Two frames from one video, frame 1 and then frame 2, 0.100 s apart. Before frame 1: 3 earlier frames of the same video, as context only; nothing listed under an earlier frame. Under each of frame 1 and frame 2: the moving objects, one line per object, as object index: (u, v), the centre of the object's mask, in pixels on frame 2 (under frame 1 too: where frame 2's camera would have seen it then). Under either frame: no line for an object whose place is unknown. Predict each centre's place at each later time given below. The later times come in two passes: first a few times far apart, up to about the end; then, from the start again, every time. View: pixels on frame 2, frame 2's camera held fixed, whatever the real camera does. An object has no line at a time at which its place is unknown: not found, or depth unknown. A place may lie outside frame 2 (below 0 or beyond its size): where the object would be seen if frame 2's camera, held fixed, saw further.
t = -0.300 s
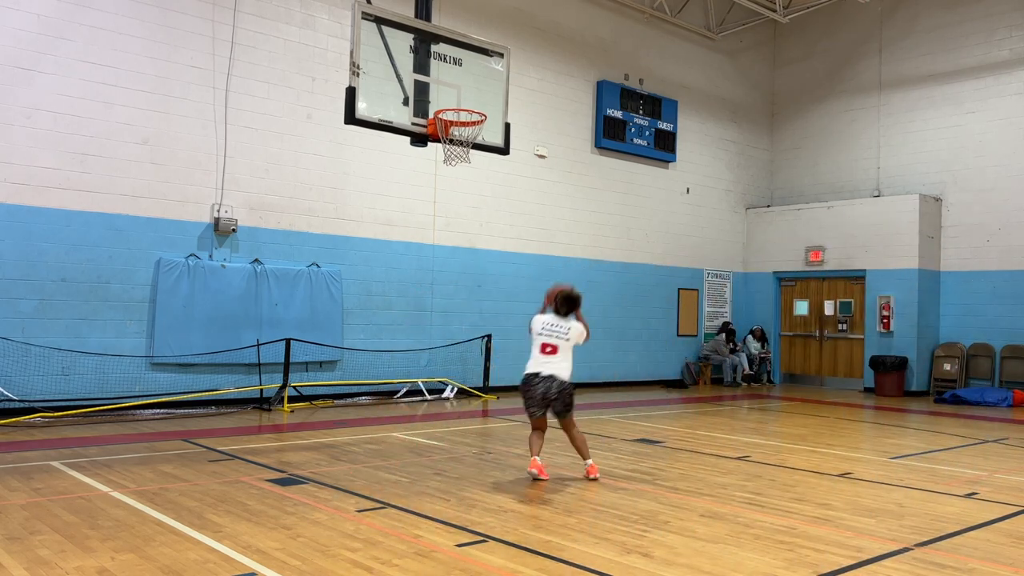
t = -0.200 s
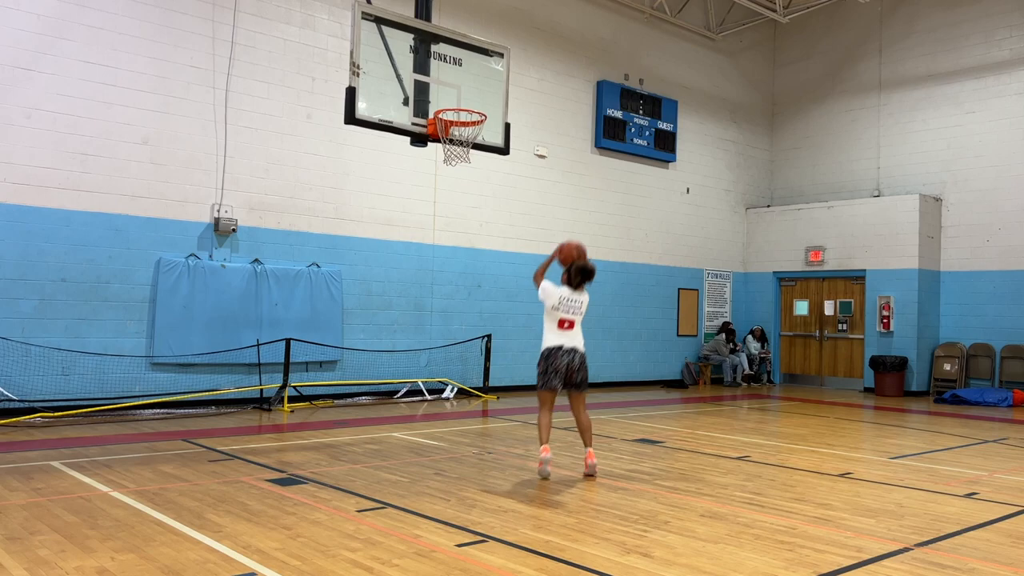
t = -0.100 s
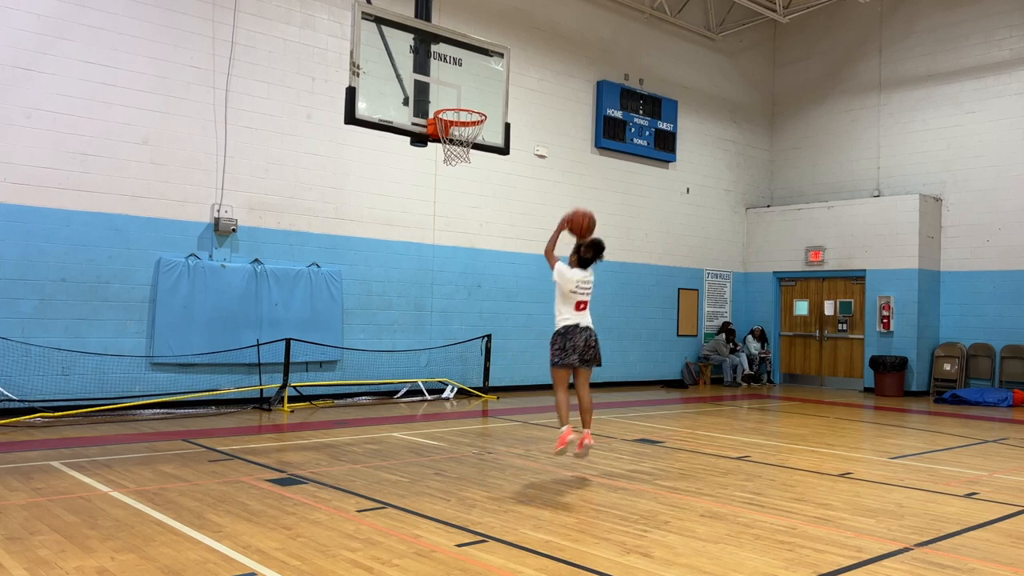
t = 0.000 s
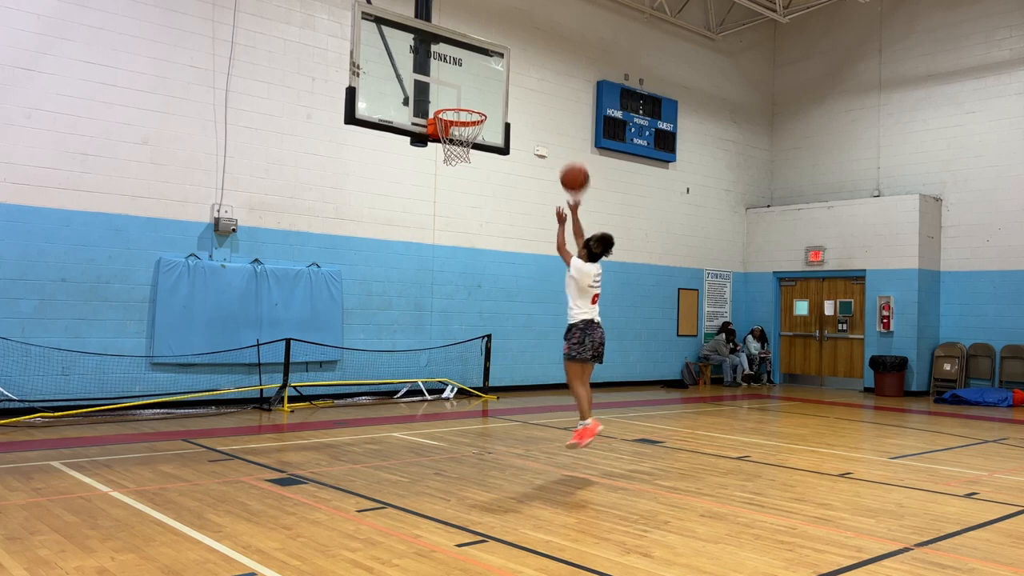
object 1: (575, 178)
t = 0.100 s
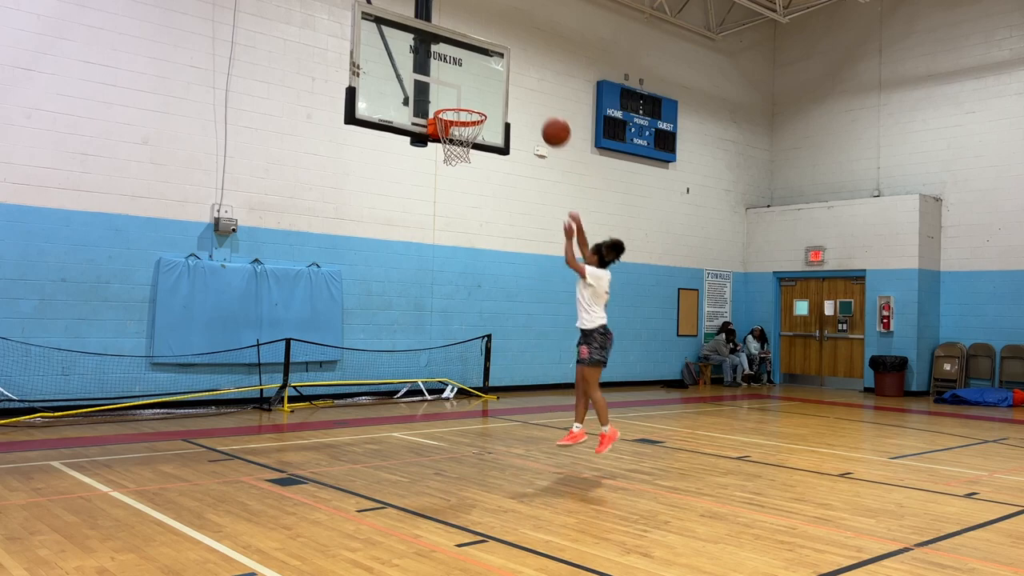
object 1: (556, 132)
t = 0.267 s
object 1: (526, 85)
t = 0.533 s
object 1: (481, 77)
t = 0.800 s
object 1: (461, 134)
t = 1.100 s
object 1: (486, 167)
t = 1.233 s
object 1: (492, 201)
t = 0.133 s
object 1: (550, 120)
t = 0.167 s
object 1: (544, 109)
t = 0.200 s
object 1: (538, 99)
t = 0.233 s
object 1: (532, 91)
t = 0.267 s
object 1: (526, 85)
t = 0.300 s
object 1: (520, 79)
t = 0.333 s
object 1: (515, 76)
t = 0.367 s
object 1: (509, 73)
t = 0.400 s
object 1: (503, 71)
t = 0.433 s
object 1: (497, 71)
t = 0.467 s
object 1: (492, 72)
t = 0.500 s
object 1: (486, 74)
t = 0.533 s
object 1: (481, 77)
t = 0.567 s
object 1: (476, 82)
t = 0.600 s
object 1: (470, 87)
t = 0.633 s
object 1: (465, 94)
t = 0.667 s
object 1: (460, 100)
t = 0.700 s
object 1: (454, 110)
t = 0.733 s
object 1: (452, 119)
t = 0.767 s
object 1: (456, 126)
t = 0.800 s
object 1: (461, 134)
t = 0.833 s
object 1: (466, 144)
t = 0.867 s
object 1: (471, 148)
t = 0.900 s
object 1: (474, 149)
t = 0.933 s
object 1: (476, 155)
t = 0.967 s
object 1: (478, 155)
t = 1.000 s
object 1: (480, 155)
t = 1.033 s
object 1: (482, 157)
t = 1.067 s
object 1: (484, 161)
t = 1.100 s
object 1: (486, 167)
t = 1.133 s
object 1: (487, 174)
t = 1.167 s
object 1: (489, 182)
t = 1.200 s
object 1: (491, 191)
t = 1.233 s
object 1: (492, 201)
